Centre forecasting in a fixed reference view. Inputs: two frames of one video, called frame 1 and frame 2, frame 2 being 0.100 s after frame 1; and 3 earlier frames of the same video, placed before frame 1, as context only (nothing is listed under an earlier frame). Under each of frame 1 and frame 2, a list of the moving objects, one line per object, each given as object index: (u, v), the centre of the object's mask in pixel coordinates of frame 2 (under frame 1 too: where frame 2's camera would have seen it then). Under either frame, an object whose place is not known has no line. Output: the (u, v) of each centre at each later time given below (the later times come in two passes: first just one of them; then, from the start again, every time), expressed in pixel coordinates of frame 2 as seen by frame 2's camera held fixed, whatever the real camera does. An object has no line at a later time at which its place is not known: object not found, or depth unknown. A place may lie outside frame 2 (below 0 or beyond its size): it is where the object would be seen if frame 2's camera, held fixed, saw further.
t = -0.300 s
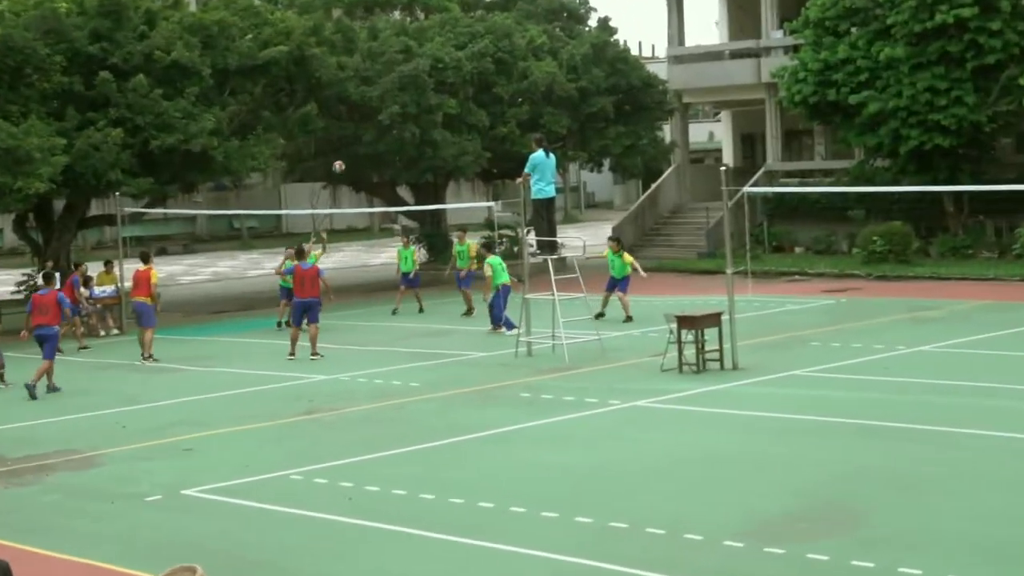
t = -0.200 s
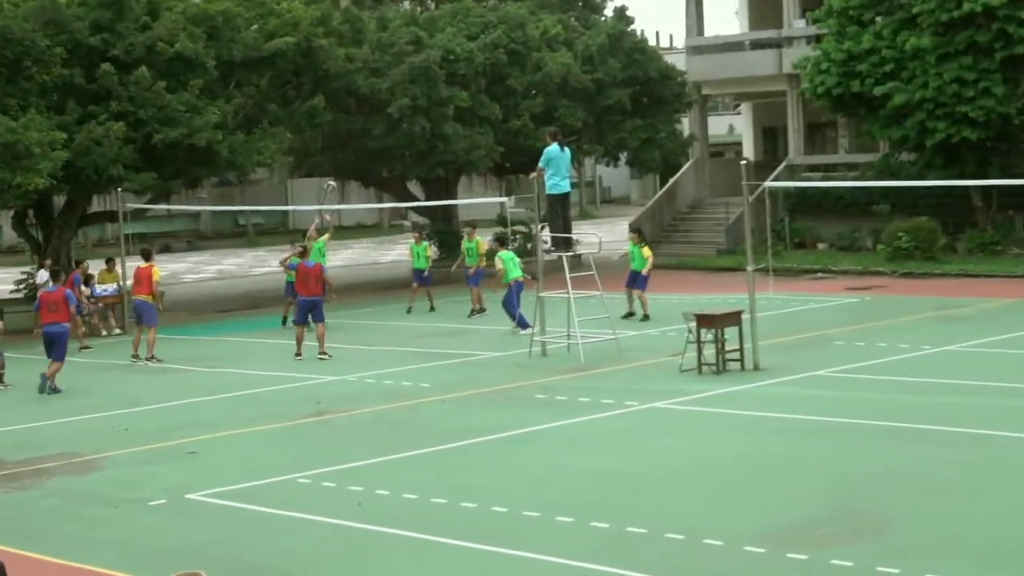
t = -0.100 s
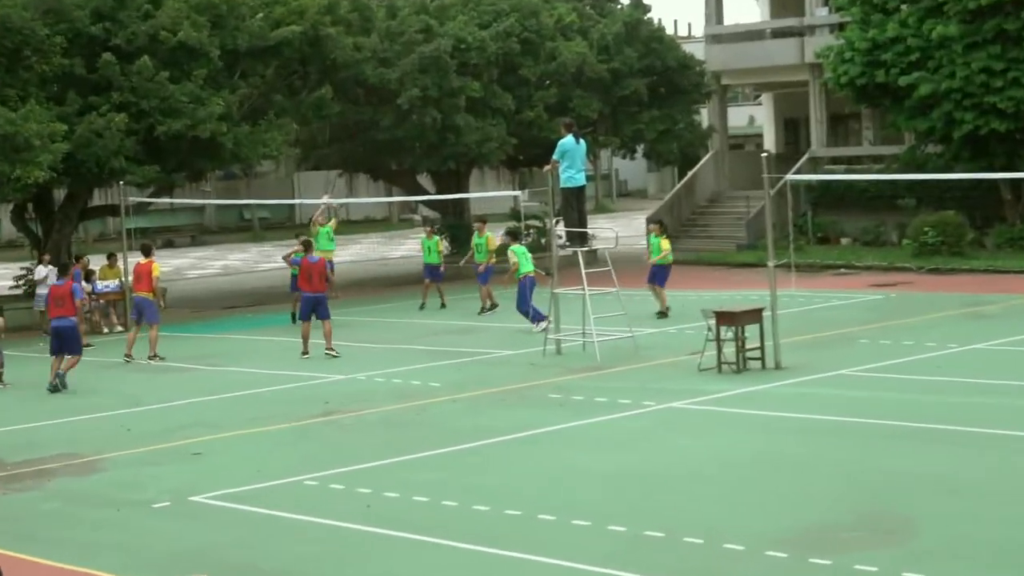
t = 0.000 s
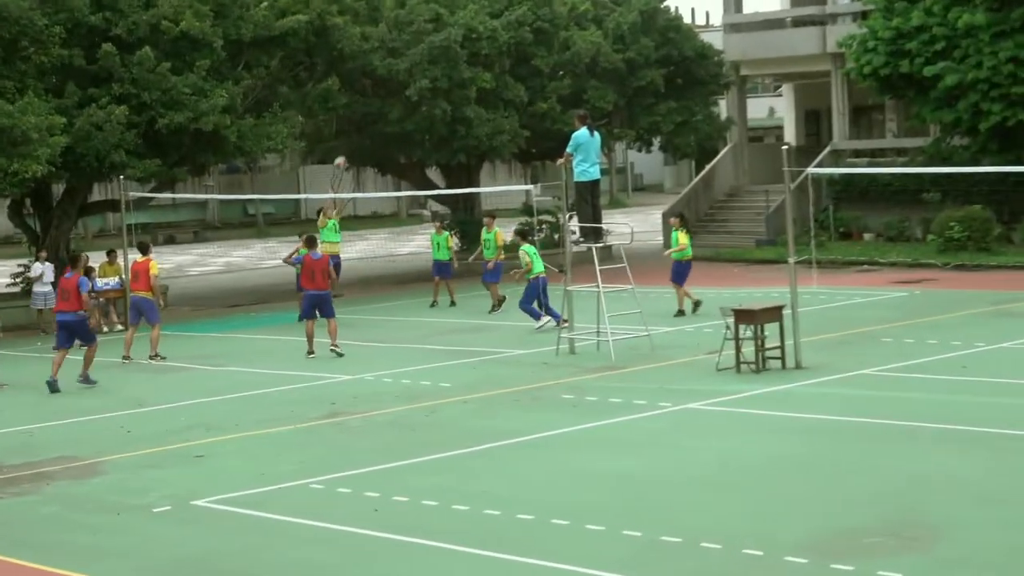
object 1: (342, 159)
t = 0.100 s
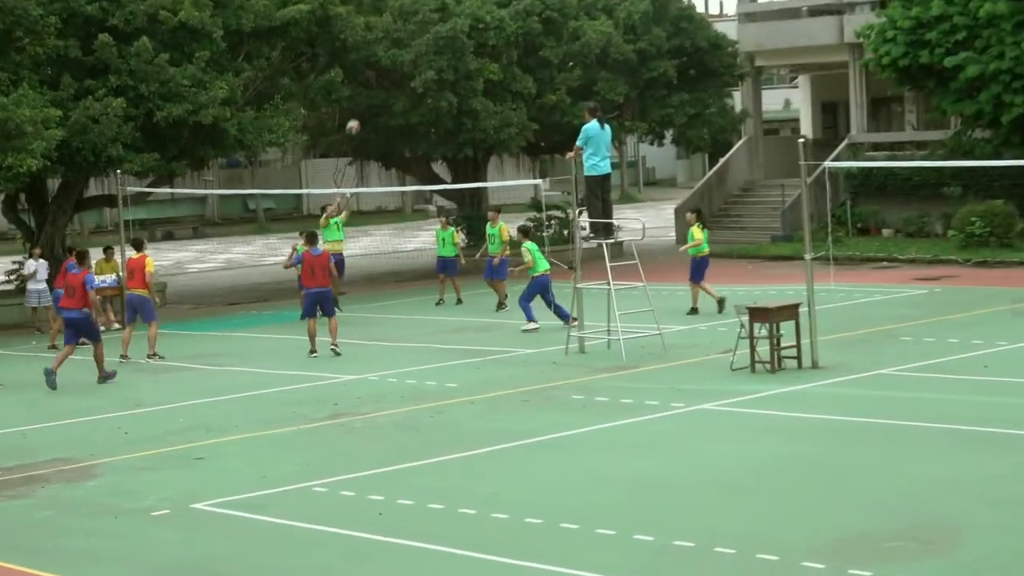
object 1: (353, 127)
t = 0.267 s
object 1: (369, 83)
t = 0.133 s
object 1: (356, 116)
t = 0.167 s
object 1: (359, 107)
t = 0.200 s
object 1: (362, 99)
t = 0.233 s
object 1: (365, 90)
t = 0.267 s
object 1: (369, 83)
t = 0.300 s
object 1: (372, 77)
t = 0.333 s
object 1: (376, 70)
